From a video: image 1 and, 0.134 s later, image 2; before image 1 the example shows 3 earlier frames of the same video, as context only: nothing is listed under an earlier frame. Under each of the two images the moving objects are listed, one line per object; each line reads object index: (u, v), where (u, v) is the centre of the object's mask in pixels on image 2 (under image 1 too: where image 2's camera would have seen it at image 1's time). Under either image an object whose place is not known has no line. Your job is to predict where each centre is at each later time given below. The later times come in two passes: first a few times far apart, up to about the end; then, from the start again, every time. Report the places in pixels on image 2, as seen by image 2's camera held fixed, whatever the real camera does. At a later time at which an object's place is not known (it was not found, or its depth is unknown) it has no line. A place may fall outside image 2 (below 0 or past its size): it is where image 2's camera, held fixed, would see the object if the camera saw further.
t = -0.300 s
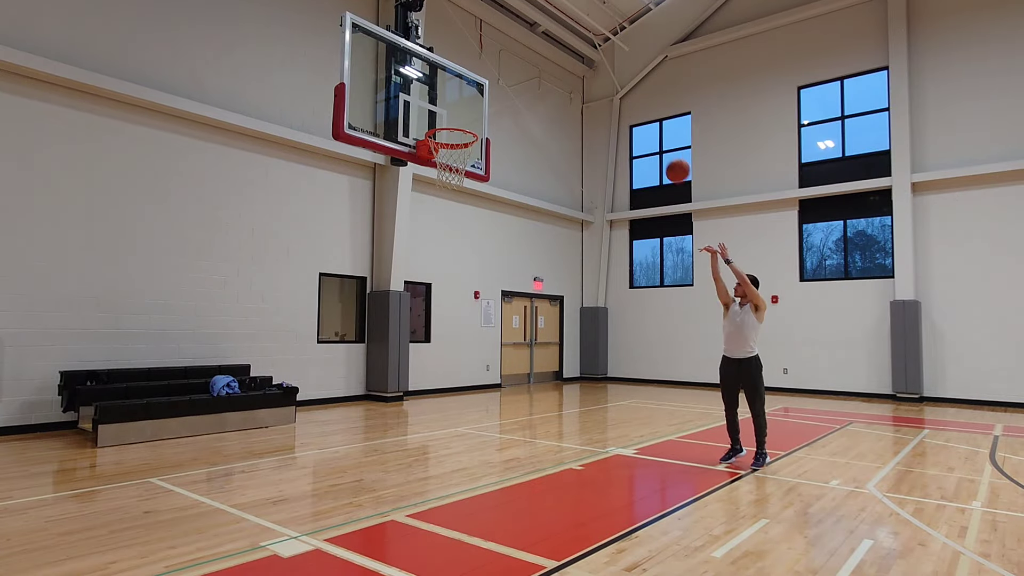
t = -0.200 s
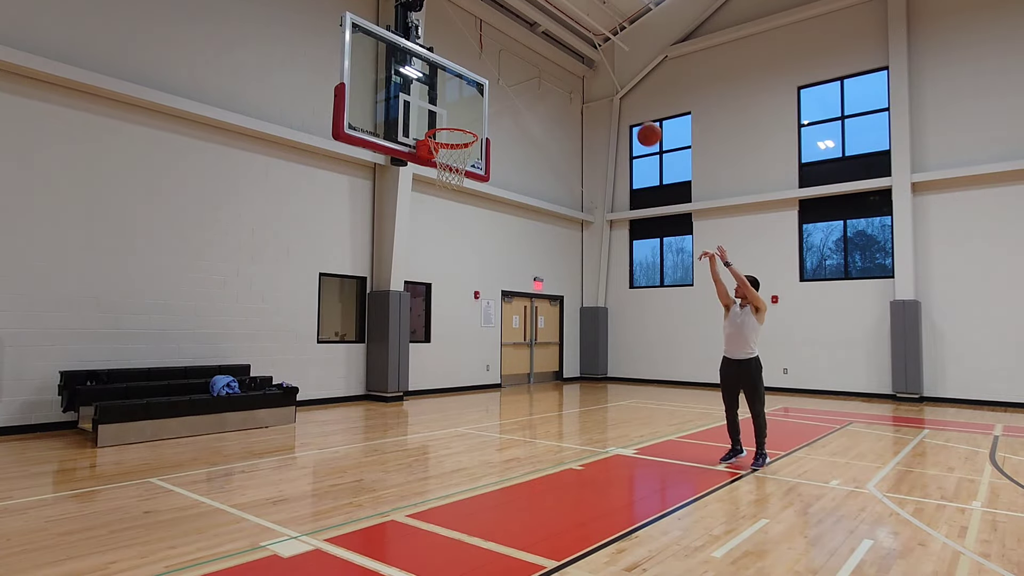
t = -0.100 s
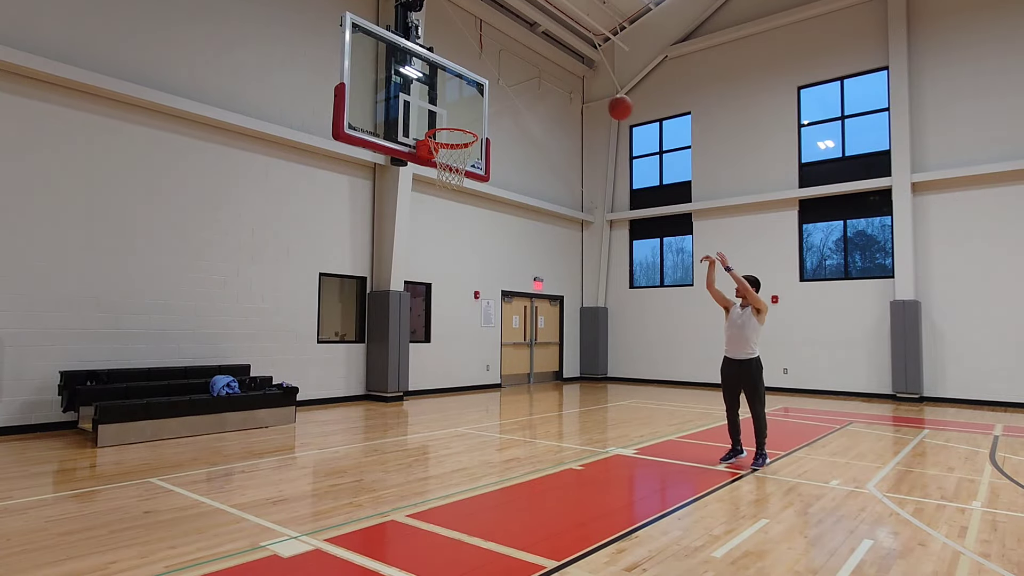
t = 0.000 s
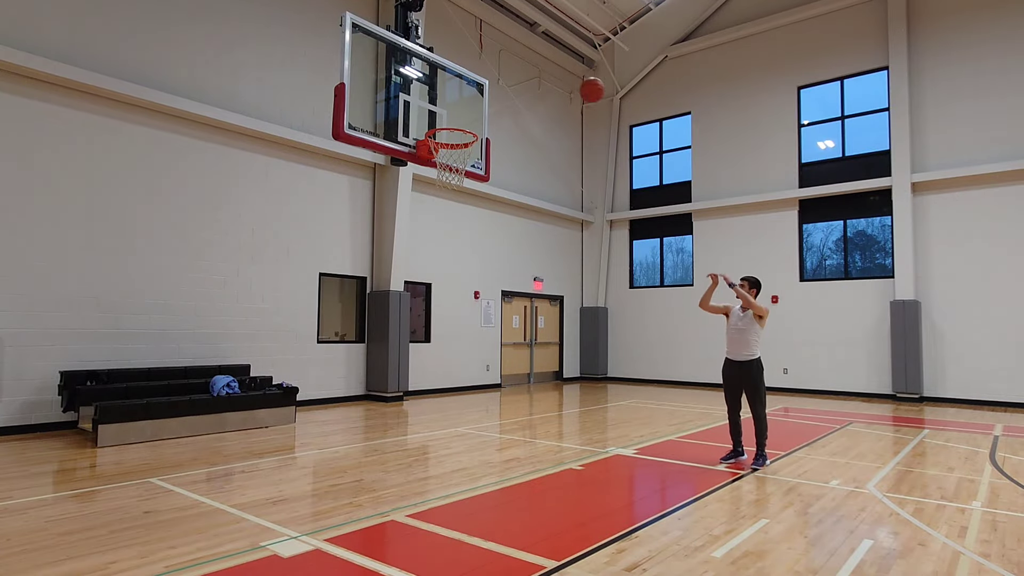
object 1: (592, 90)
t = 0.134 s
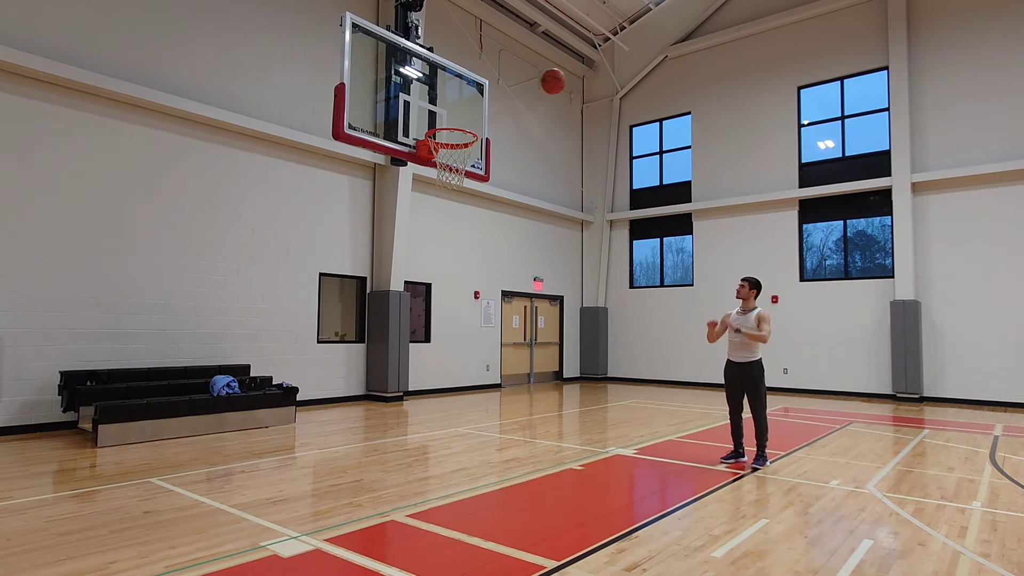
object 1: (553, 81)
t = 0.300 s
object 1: (503, 95)
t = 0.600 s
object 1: (428, 171)
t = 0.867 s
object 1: (415, 241)
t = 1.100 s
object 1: (402, 378)
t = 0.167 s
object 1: (543, 82)
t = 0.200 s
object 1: (533, 83)
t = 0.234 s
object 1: (524, 86)
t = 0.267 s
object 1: (513, 90)
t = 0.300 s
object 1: (503, 95)
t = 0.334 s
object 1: (493, 101)
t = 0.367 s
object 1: (483, 108)
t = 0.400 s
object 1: (472, 117)
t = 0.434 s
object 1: (461, 124)
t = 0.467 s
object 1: (451, 137)
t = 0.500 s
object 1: (442, 148)
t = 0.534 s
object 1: (432, 158)
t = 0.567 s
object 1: (428, 161)
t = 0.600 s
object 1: (428, 171)
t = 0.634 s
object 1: (426, 173)
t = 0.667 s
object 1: (425, 178)
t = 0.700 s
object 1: (423, 186)
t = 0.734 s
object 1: (422, 194)
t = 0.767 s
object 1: (420, 204)
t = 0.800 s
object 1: (419, 215)
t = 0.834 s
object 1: (417, 227)
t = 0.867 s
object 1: (415, 241)
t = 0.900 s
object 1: (414, 256)
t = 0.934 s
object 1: (412, 273)
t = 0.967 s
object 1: (410, 292)
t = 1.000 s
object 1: (409, 310)
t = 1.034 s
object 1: (406, 331)
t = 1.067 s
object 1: (404, 354)
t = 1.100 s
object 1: (402, 378)
